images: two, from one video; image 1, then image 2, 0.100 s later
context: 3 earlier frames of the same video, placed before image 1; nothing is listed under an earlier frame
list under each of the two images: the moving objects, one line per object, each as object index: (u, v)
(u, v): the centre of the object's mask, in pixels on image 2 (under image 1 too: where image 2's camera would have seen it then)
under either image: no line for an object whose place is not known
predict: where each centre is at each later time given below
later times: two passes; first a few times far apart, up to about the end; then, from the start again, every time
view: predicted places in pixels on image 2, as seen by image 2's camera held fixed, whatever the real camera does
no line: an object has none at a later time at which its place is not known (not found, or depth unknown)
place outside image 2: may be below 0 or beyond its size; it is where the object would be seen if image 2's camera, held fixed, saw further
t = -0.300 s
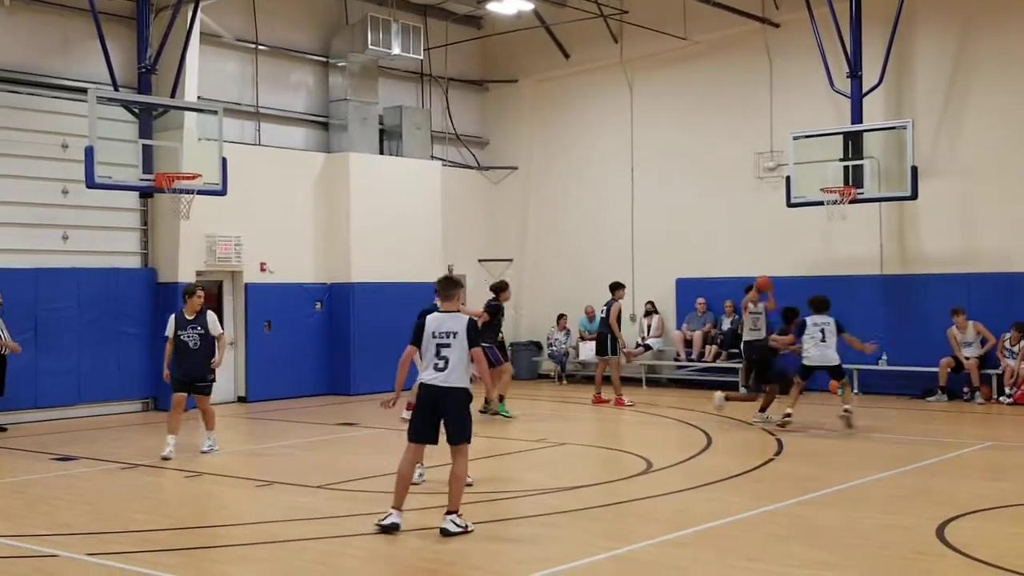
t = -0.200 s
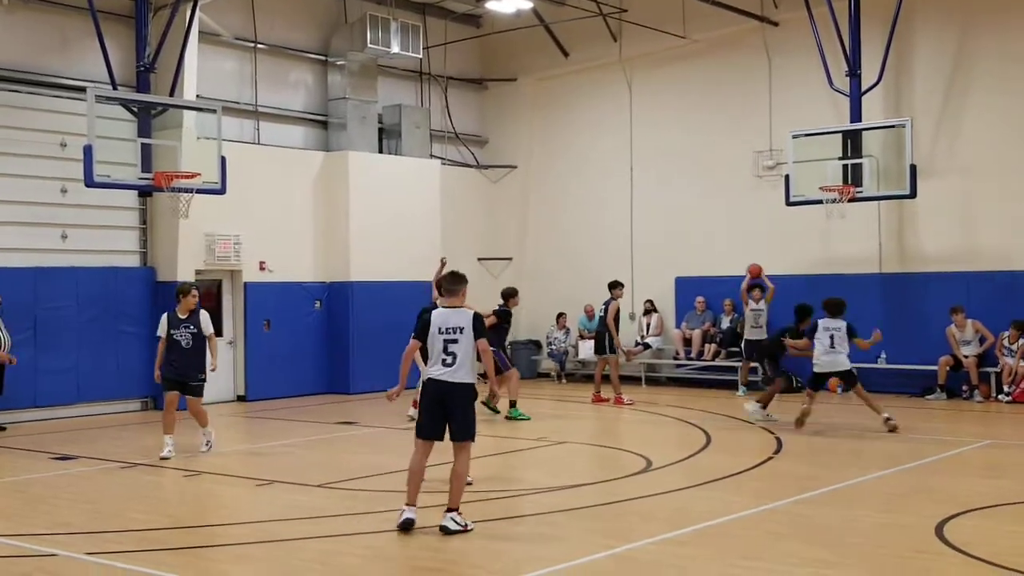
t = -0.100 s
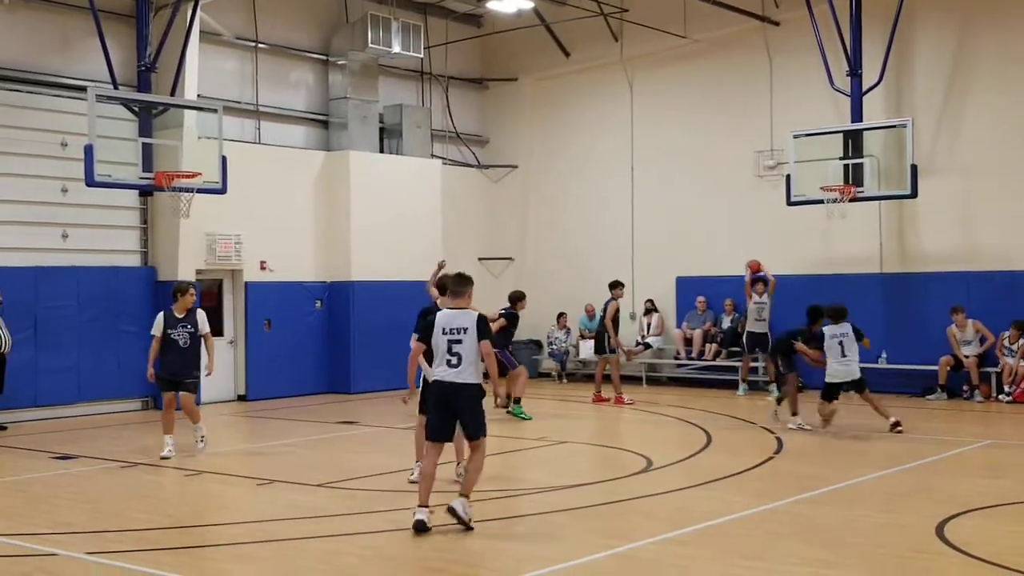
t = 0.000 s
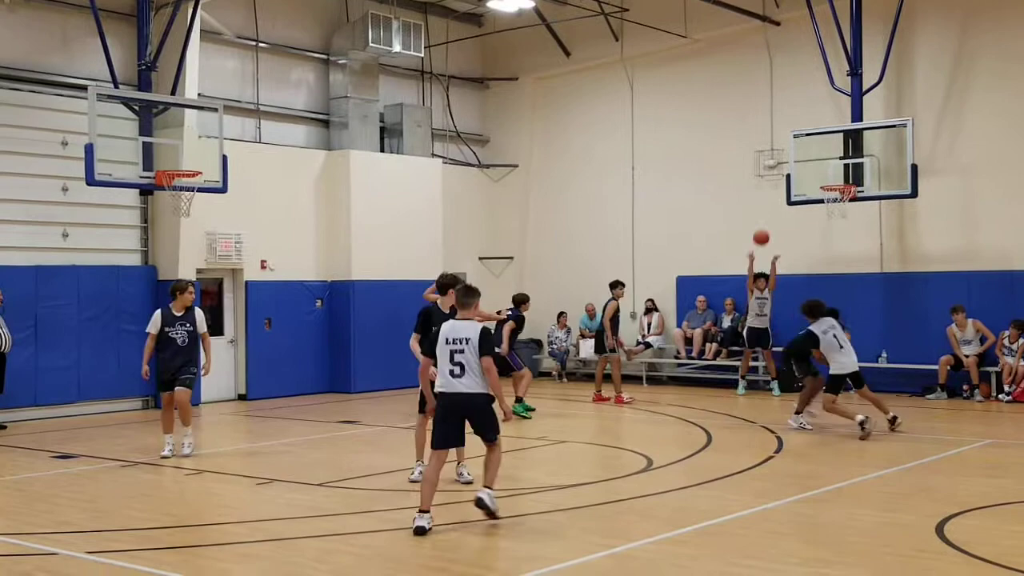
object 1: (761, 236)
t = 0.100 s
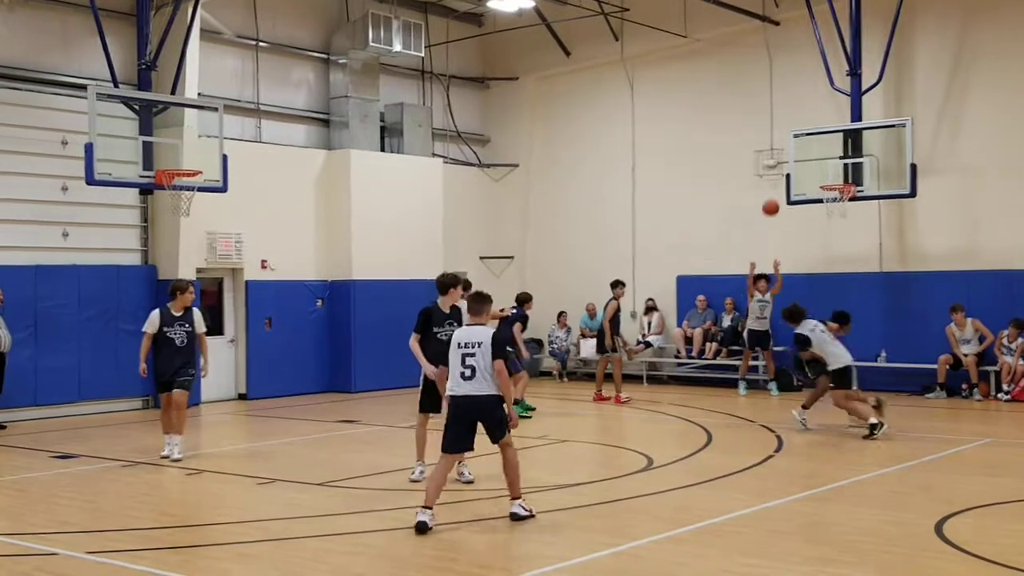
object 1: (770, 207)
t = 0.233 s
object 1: (786, 176)
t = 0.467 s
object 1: (817, 145)
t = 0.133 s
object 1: (774, 199)
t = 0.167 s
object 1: (777, 191)
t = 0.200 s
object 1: (781, 183)
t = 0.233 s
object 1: (786, 176)
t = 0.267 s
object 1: (790, 170)
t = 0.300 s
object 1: (794, 164)
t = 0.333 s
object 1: (798, 158)
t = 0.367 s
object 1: (803, 154)
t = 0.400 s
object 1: (808, 150)
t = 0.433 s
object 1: (813, 147)
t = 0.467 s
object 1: (817, 145)
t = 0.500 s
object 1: (822, 143)
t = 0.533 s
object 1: (827, 142)
